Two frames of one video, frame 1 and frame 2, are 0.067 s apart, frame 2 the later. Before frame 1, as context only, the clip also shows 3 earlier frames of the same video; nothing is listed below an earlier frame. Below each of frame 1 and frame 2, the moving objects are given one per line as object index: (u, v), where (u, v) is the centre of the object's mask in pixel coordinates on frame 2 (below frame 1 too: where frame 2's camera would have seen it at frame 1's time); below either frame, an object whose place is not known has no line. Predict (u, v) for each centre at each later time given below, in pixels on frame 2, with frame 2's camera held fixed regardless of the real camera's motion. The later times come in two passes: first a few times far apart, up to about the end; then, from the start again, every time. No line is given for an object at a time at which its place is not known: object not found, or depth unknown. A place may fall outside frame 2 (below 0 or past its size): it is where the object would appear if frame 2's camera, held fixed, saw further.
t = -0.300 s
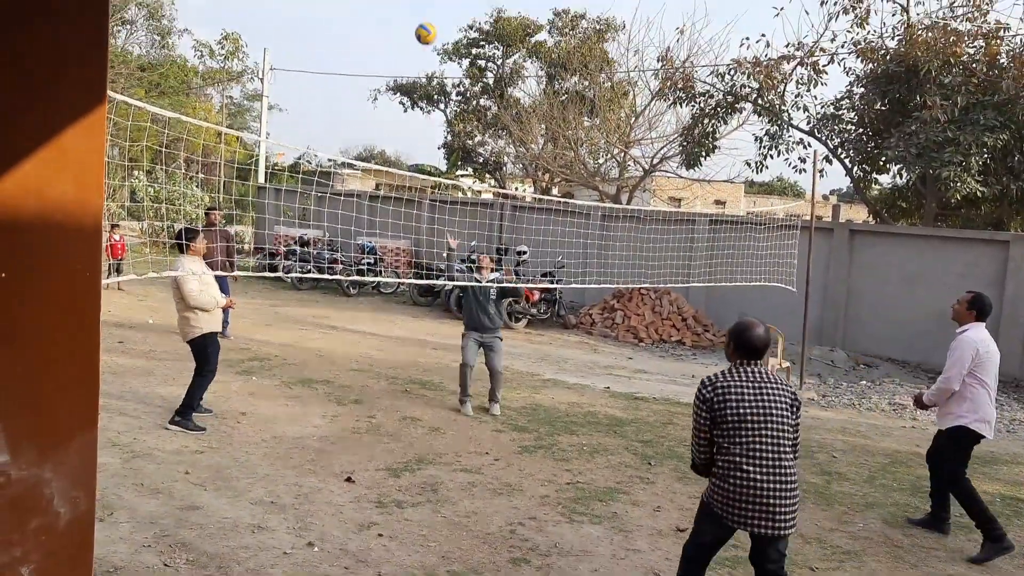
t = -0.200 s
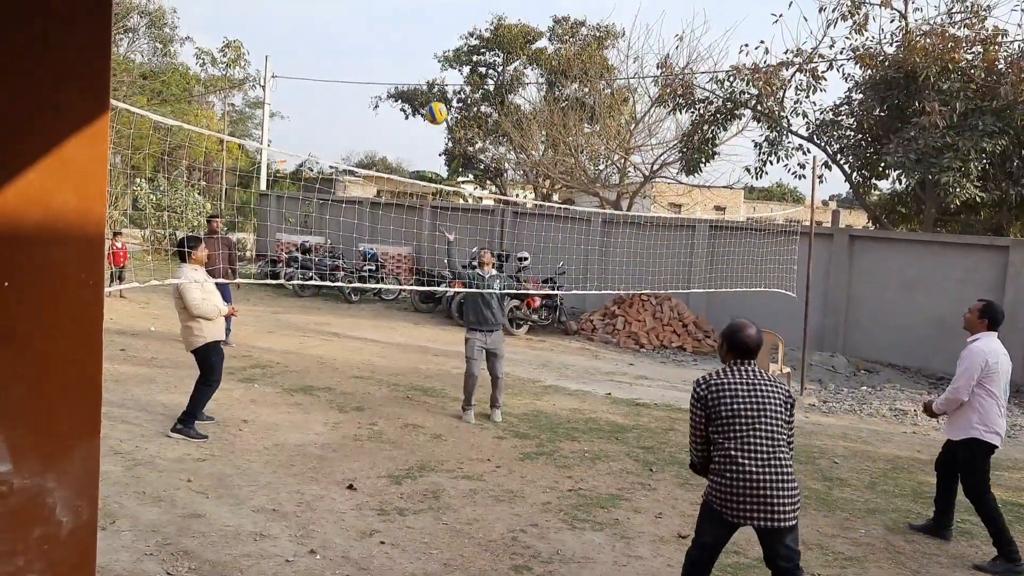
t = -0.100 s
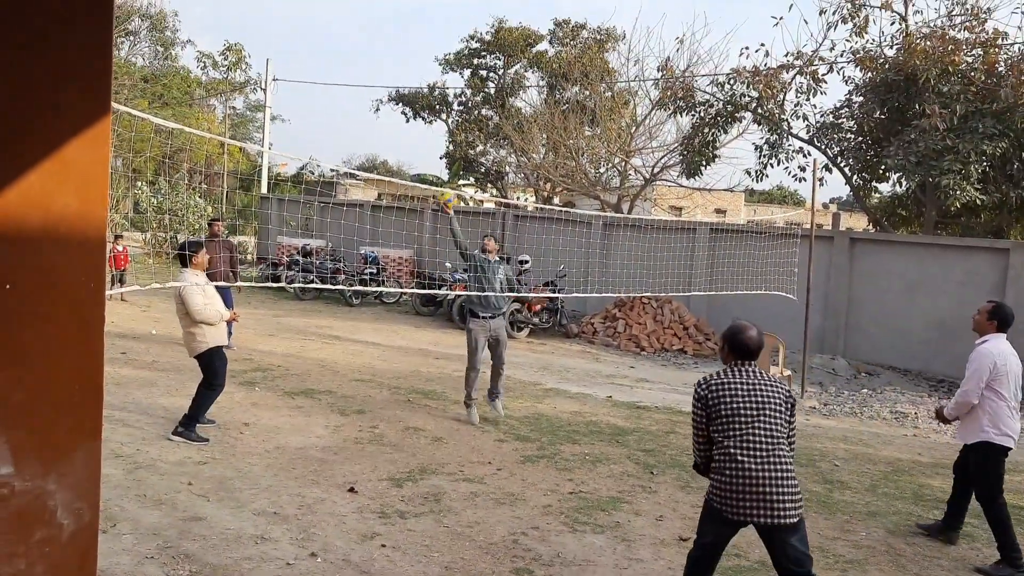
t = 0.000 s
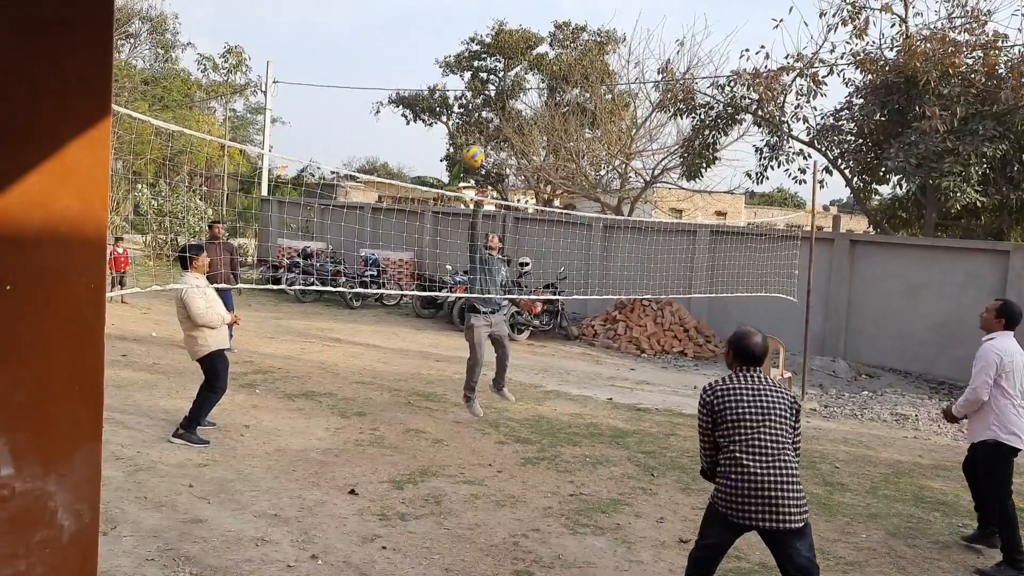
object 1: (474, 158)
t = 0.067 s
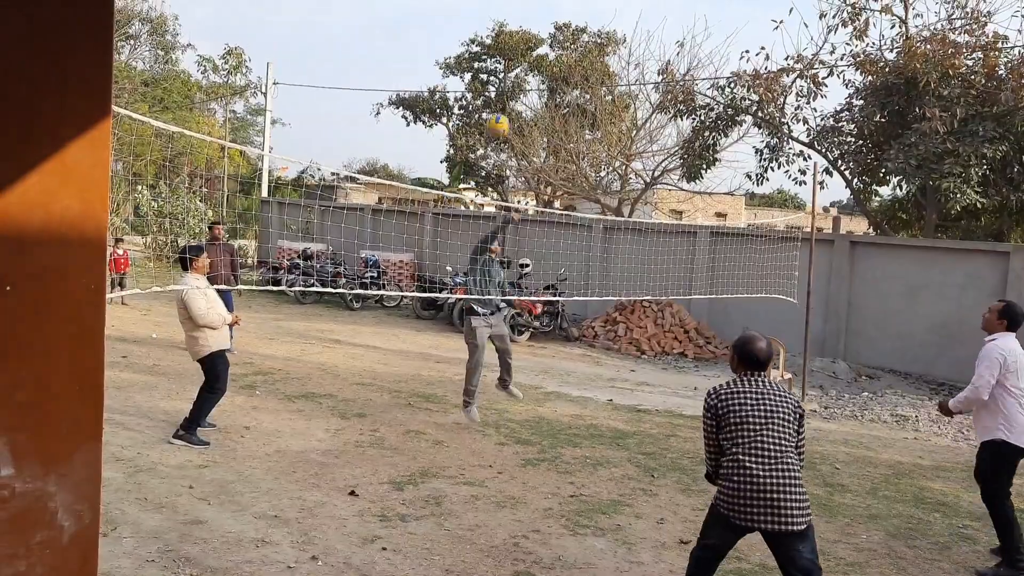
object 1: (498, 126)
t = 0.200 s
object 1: (549, 71)
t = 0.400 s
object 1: (625, 24)
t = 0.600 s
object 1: (700, 25)
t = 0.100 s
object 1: (510, 111)
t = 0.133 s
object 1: (524, 96)
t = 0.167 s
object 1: (536, 84)
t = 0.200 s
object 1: (549, 71)
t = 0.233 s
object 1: (561, 60)
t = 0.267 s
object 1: (575, 51)
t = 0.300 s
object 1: (587, 42)
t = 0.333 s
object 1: (600, 35)
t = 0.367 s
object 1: (613, 29)
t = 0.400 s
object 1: (625, 24)
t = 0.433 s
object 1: (638, 21)
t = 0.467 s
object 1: (651, 19)
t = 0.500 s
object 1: (663, 18)
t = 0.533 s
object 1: (675, 19)
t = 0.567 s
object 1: (687, 22)
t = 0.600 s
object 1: (700, 25)
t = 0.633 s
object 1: (712, 31)
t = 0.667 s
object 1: (724, 38)
